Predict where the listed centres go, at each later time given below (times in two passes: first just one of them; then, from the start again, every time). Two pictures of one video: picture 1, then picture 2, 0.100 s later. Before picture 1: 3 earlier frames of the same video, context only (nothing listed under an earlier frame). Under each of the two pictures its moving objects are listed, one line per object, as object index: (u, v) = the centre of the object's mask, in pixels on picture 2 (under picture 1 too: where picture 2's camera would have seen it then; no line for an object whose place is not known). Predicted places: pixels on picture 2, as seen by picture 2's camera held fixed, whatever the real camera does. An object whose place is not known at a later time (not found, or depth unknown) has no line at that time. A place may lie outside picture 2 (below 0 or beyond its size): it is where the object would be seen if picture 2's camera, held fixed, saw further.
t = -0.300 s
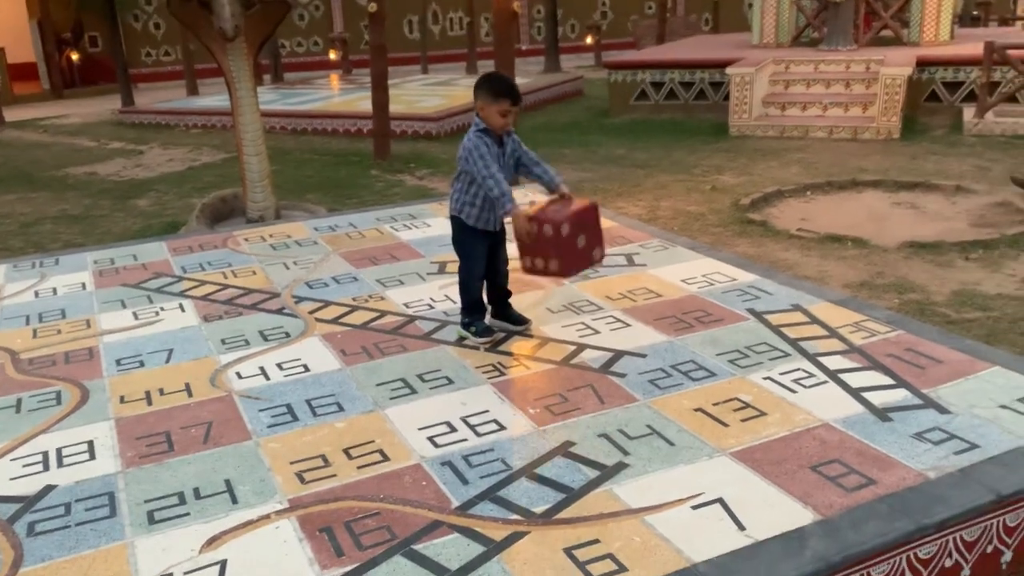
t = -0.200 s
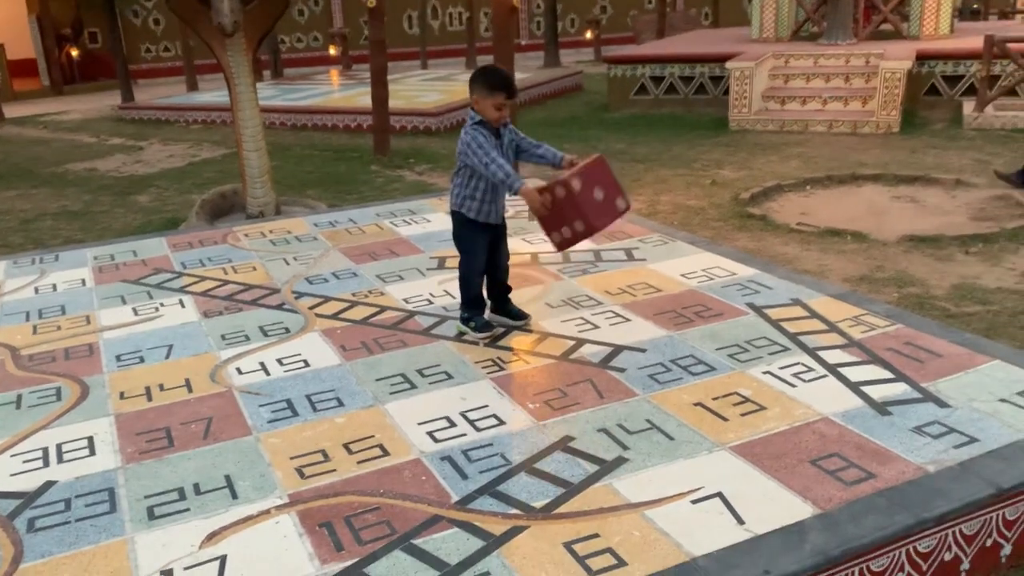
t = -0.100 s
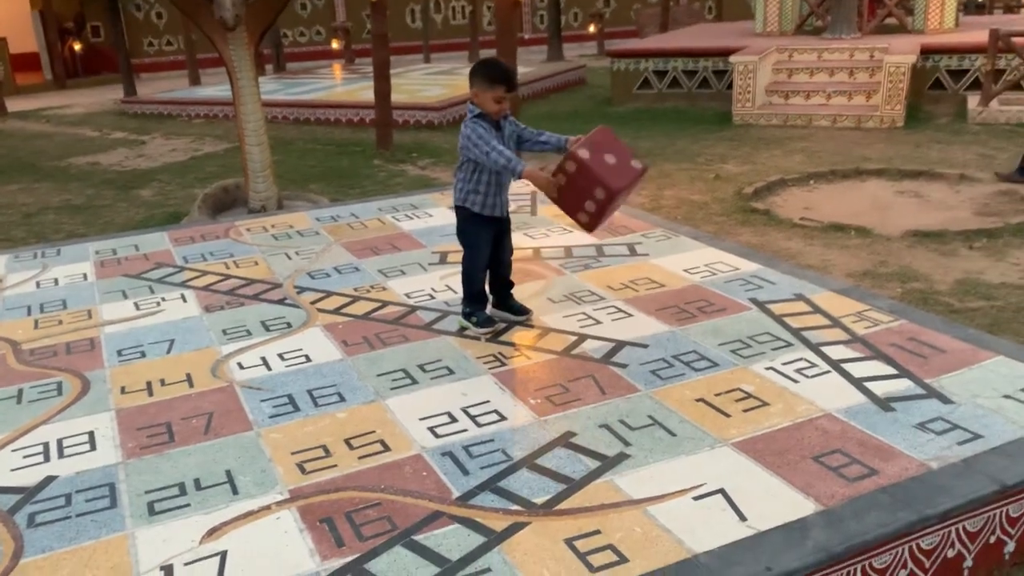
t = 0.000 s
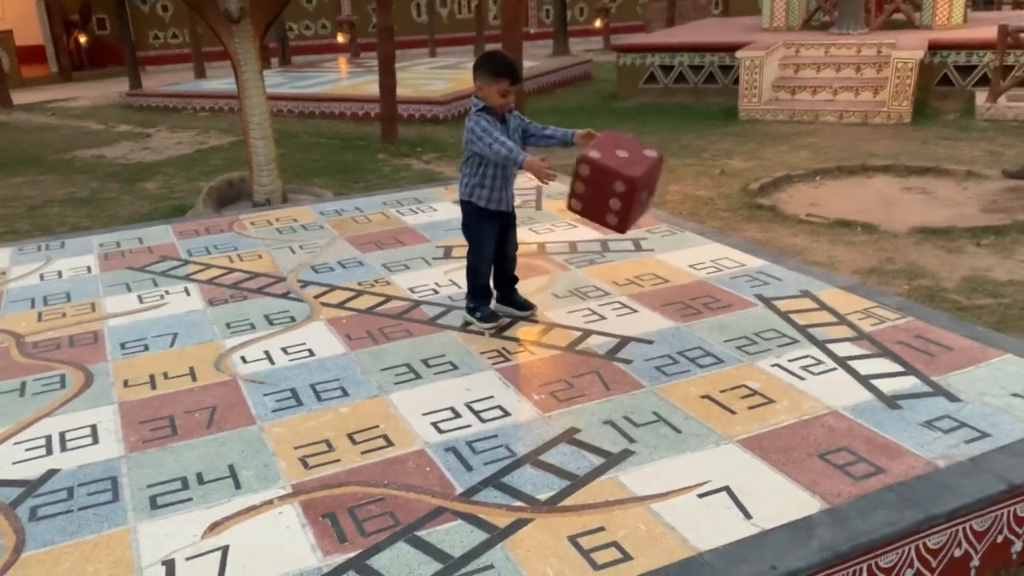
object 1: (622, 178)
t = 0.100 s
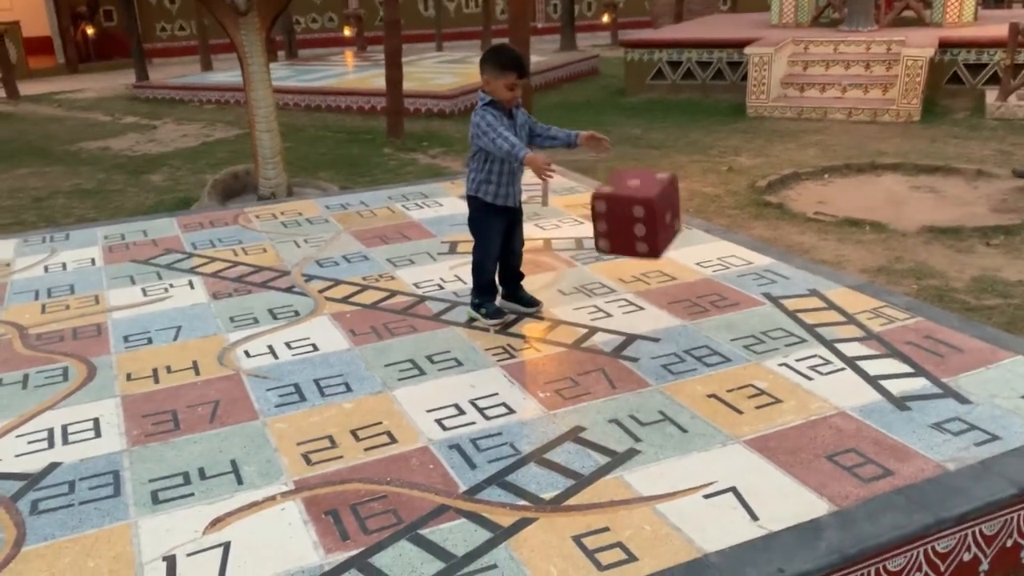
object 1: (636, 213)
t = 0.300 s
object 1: (667, 301)
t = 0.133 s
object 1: (640, 230)
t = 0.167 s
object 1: (644, 250)
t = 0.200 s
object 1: (649, 274)
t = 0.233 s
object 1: (652, 300)
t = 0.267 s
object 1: (658, 311)
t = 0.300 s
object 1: (667, 301)
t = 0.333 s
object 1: (677, 294)
